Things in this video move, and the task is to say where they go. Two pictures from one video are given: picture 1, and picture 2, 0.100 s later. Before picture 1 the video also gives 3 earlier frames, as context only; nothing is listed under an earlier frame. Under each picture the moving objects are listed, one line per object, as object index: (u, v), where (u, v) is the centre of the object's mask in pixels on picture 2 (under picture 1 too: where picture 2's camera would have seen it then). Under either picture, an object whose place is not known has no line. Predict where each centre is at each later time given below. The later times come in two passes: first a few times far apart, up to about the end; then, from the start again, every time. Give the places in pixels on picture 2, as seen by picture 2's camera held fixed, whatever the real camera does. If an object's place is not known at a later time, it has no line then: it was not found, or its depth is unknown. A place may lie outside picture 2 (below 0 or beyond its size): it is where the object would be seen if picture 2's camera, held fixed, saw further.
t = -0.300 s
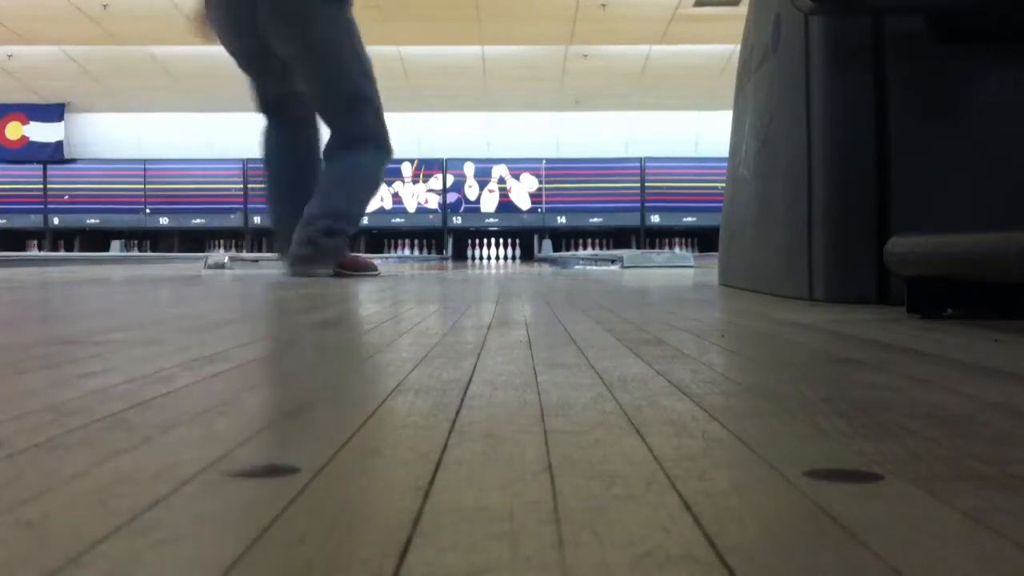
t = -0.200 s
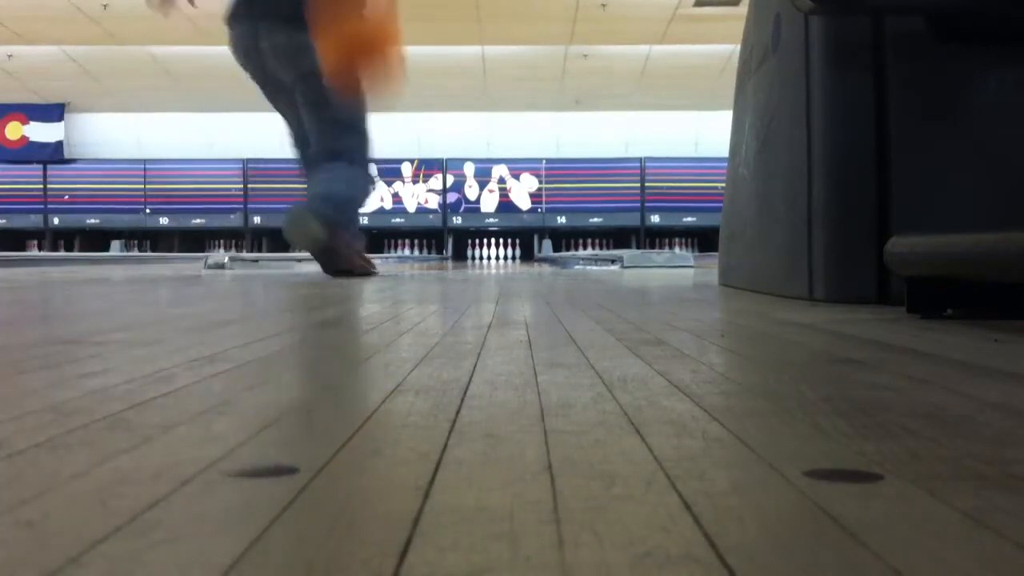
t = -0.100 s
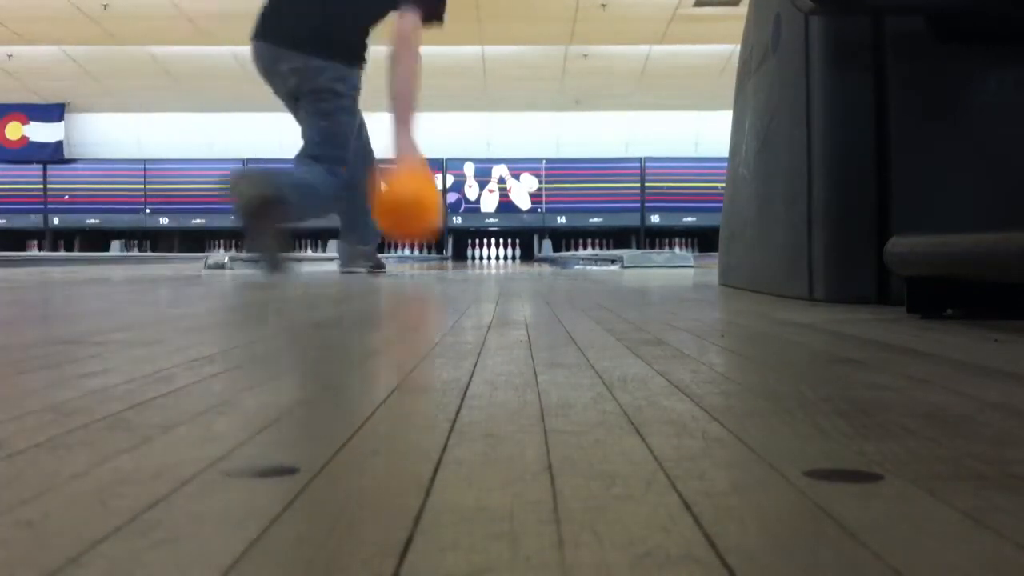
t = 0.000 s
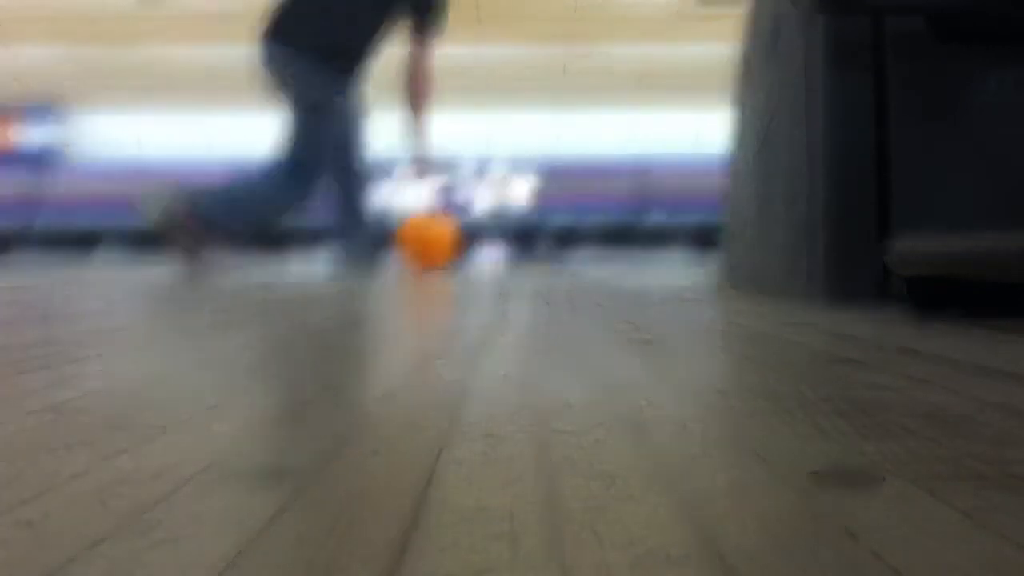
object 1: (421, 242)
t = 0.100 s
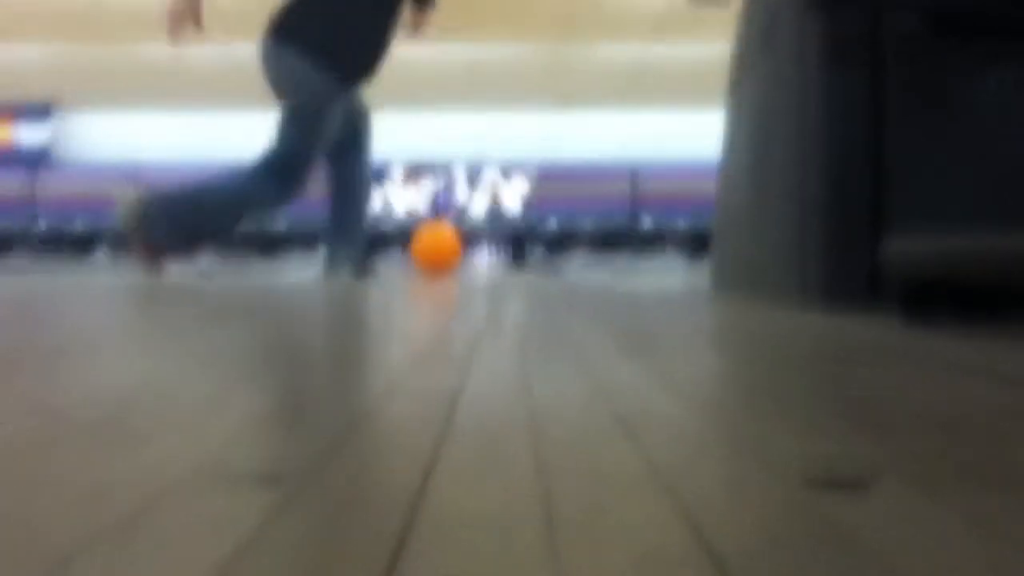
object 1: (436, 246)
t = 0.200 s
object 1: (448, 244)
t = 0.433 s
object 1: (464, 247)
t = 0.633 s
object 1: (472, 248)
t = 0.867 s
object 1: (480, 251)
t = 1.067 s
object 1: (485, 252)
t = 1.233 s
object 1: (487, 252)
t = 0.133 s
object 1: (439, 244)
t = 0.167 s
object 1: (443, 242)
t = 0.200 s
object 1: (448, 244)
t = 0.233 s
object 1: (451, 247)
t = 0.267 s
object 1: (453, 246)
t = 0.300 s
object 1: (456, 247)
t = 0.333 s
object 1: (458, 247)
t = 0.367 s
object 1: (460, 246)
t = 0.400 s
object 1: (462, 248)
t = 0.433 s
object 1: (464, 247)
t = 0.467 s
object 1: (465, 248)
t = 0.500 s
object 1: (467, 247)
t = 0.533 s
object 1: (469, 248)
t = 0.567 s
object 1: (470, 248)
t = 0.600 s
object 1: (471, 248)
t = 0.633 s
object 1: (472, 248)
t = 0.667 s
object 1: (475, 250)
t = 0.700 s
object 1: (476, 250)
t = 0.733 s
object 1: (476, 249)
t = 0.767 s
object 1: (479, 249)
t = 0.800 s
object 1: (478, 250)
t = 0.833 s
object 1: (479, 250)
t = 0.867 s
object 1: (480, 251)
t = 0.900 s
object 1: (481, 251)
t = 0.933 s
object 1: (481, 251)
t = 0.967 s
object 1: (482, 251)
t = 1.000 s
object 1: (483, 252)
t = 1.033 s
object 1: (483, 252)
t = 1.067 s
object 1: (485, 252)
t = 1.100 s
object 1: (485, 252)
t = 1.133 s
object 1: (486, 252)
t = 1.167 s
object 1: (486, 252)
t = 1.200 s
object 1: (487, 252)
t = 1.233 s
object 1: (487, 252)
